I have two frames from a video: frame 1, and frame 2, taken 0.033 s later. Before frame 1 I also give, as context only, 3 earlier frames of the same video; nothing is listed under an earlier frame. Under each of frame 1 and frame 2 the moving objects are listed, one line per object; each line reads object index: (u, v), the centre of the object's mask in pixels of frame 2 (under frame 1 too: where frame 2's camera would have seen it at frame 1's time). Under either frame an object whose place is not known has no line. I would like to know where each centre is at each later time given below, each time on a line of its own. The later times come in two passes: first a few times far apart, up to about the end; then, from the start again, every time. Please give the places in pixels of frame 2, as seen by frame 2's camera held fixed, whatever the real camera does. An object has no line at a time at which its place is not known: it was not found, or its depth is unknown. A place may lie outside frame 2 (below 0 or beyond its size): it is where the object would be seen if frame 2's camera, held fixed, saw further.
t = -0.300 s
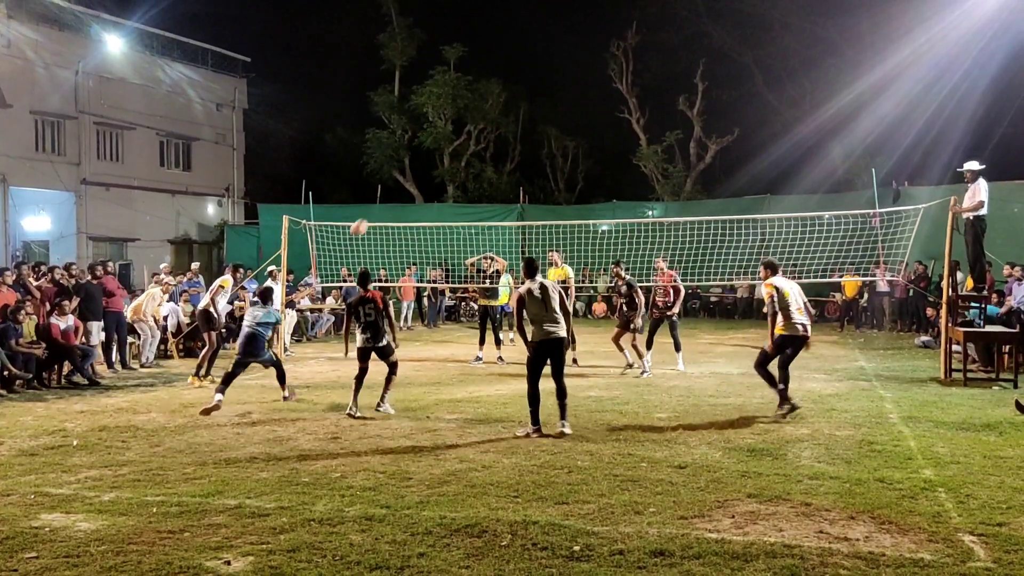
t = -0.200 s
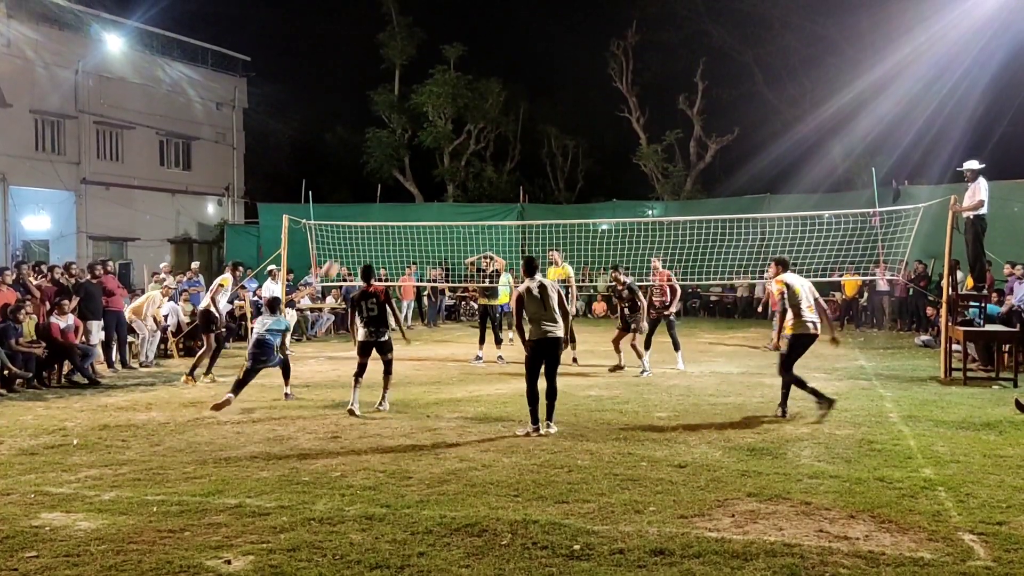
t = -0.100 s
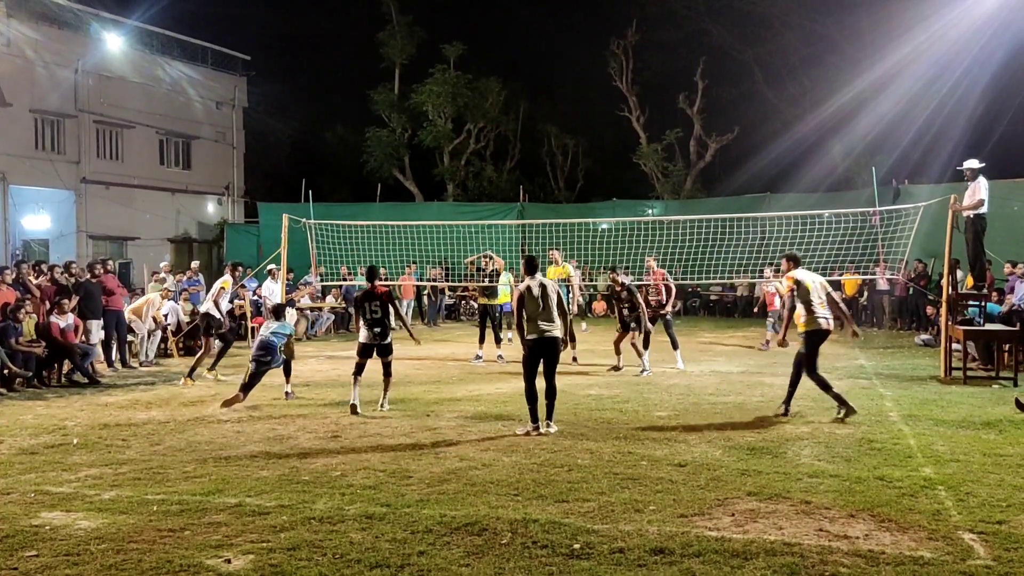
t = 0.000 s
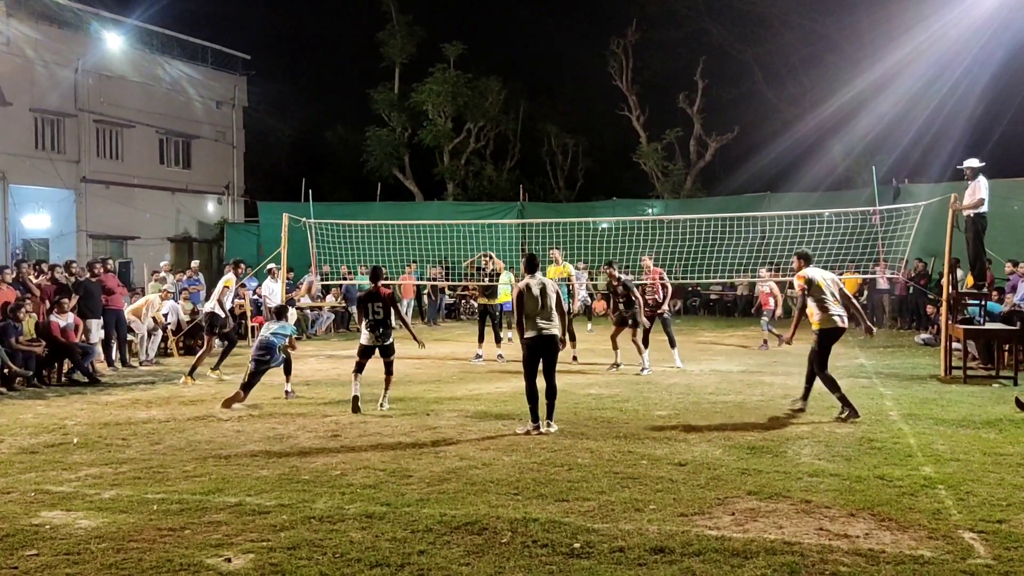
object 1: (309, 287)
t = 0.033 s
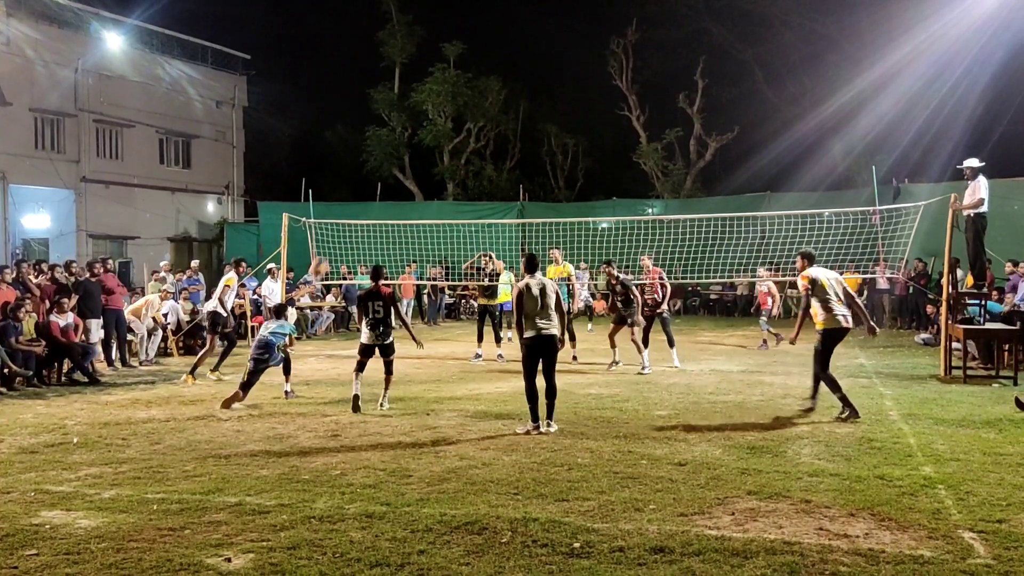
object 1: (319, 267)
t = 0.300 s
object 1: (379, 150)
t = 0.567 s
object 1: (432, 89)
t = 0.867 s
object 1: (487, 81)
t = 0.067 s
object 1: (327, 249)
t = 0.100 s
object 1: (334, 232)
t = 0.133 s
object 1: (343, 214)
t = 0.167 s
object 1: (350, 201)
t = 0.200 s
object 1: (357, 187)
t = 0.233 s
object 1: (364, 174)
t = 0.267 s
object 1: (372, 162)
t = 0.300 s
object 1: (379, 150)
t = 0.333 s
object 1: (386, 139)
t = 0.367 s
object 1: (393, 130)
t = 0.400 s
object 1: (400, 121)
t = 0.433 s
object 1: (406, 113)
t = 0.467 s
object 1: (413, 106)
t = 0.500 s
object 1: (419, 100)
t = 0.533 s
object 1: (426, 94)
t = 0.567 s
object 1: (432, 89)
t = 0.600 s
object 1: (439, 85)
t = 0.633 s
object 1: (445, 82)
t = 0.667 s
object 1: (451, 80)
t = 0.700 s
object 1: (457, 78)
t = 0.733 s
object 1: (464, 77)
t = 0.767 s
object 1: (469, 77)
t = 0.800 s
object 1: (475, 77)
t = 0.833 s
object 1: (481, 78)
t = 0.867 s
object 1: (487, 81)
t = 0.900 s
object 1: (493, 83)
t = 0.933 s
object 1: (499, 86)
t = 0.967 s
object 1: (505, 90)
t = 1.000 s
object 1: (510, 95)
